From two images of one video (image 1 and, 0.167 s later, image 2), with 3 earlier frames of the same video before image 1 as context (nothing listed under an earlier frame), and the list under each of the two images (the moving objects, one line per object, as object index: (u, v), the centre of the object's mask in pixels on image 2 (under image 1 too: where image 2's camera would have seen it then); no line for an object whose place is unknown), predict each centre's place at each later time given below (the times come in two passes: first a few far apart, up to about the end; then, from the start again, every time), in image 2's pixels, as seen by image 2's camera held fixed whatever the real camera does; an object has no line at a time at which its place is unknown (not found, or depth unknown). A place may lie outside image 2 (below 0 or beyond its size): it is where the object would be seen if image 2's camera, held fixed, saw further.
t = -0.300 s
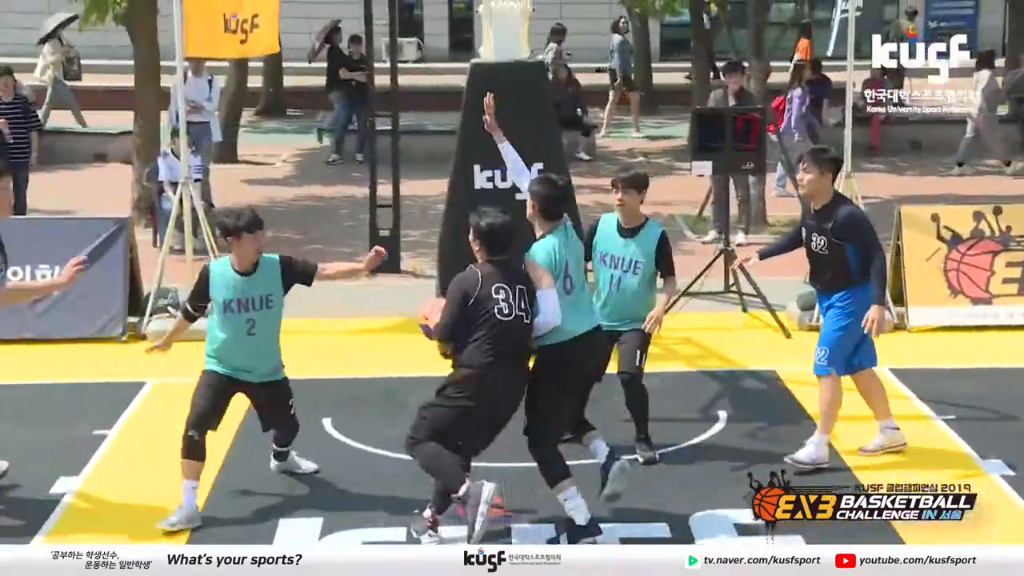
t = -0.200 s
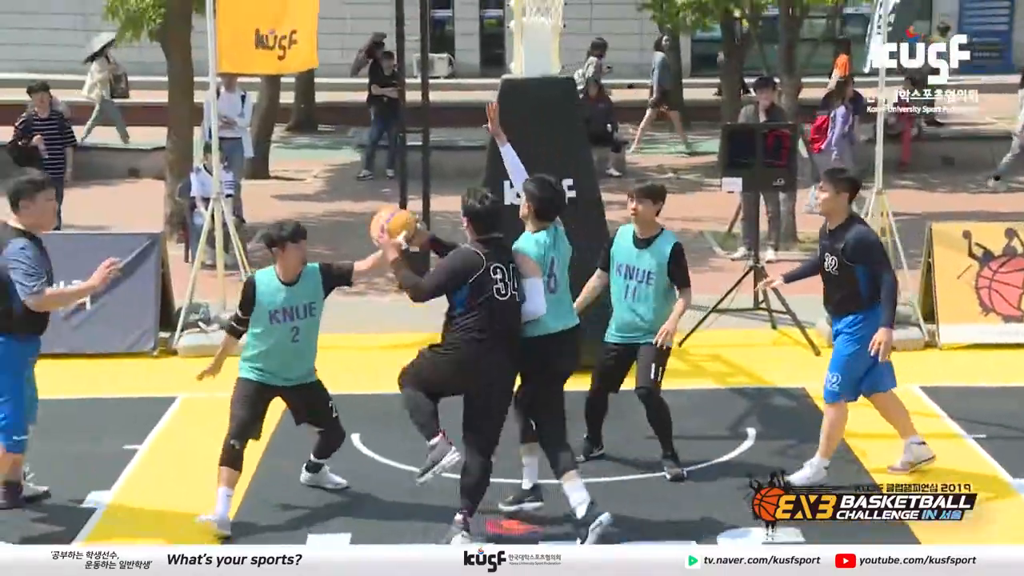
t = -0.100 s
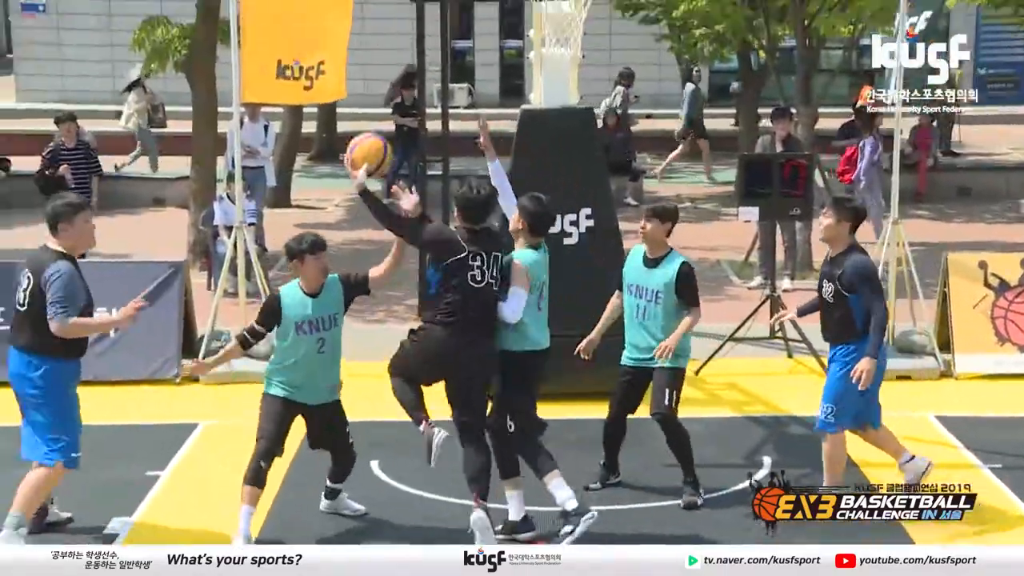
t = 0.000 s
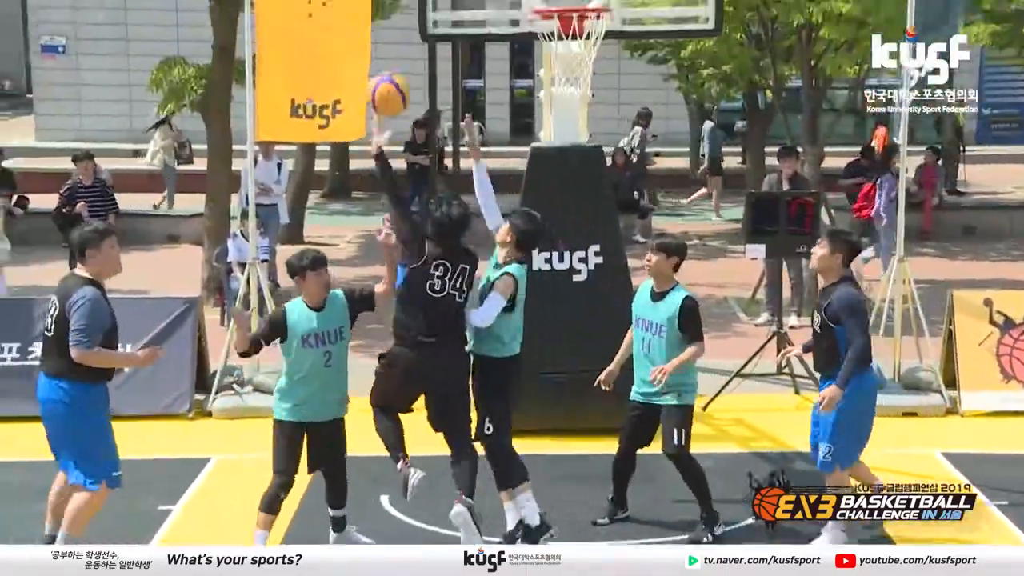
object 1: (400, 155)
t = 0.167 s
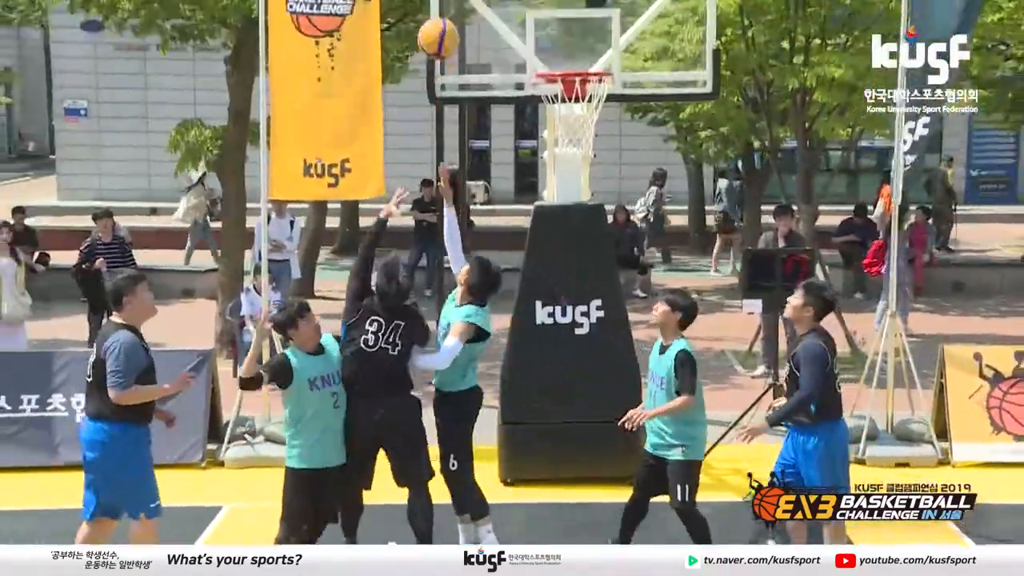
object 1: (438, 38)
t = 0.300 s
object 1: (469, -14)
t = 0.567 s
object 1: (527, -25)
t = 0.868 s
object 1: (574, 52)
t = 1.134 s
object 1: (577, 51)
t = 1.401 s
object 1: (582, 151)
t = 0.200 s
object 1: (446, 22)
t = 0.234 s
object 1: (454, 8)
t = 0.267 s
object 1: (461, -4)
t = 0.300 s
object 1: (469, -14)
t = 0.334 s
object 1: (477, -23)
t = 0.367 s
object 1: (483, -28)
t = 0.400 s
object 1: (491, -33)
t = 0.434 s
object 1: (499, -35)
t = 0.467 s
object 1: (506, -36)
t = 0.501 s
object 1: (514, -33)
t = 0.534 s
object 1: (520, -30)
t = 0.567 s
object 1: (527, -25)
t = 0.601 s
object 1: (534, -17)
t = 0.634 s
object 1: (541, -8)
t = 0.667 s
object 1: (547, 2)
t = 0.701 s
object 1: (555, 16)
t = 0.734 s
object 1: (561, 31)
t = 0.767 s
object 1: (567, 44)
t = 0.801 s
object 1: (571, 55)
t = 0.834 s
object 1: (572, 54)
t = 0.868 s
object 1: (574, 52)
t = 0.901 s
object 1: (573, 52)
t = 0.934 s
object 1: (574, 52)
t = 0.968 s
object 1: (576, 53)
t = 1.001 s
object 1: (577, 50)
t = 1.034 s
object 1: (577, 48)
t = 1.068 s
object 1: (577, 47)
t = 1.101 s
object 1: (577, 47)
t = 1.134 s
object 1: (577, 51)
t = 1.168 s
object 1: (578, 55)
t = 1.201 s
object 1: (578, 62)
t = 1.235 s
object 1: (579, 69)
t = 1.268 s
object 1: (580, 83)
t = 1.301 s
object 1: (581, 96)
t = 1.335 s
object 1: (581, 112)
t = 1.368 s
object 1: (584, 131)
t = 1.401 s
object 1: (582, 151)
